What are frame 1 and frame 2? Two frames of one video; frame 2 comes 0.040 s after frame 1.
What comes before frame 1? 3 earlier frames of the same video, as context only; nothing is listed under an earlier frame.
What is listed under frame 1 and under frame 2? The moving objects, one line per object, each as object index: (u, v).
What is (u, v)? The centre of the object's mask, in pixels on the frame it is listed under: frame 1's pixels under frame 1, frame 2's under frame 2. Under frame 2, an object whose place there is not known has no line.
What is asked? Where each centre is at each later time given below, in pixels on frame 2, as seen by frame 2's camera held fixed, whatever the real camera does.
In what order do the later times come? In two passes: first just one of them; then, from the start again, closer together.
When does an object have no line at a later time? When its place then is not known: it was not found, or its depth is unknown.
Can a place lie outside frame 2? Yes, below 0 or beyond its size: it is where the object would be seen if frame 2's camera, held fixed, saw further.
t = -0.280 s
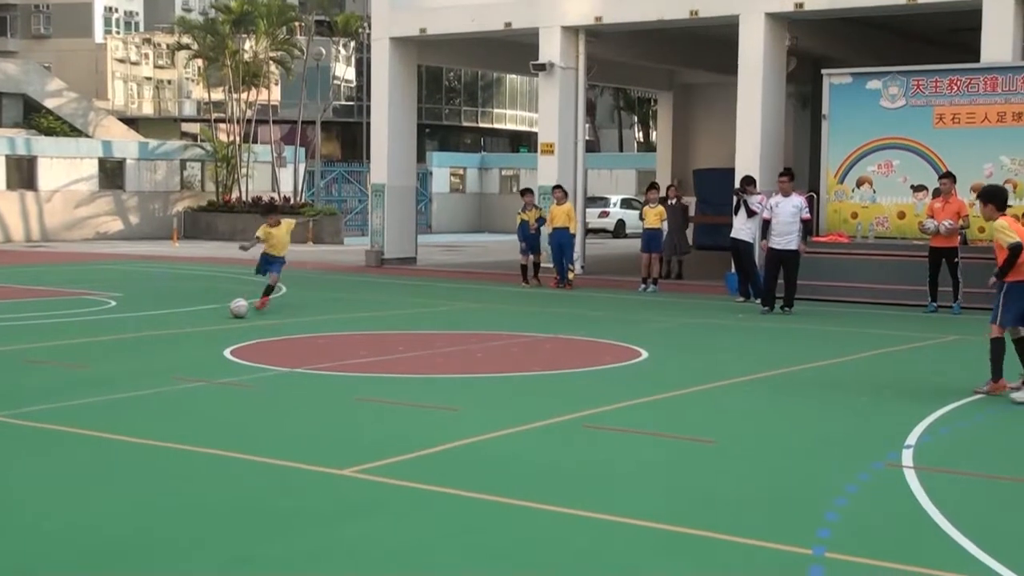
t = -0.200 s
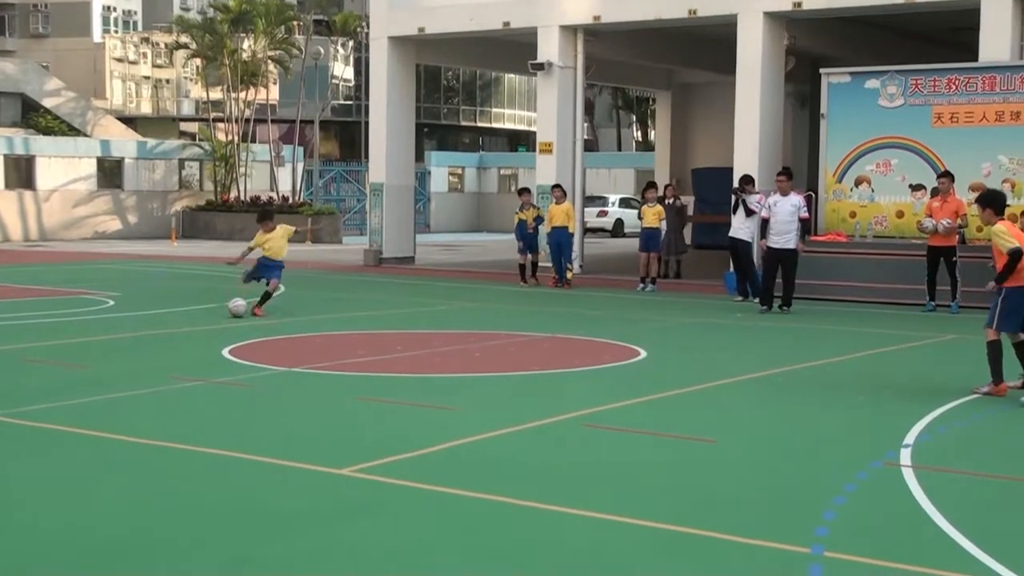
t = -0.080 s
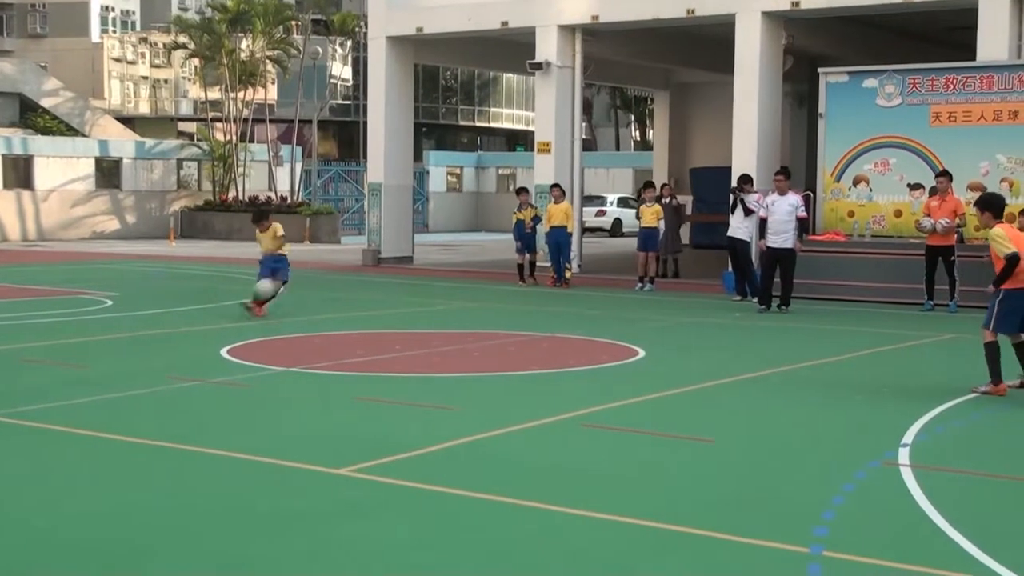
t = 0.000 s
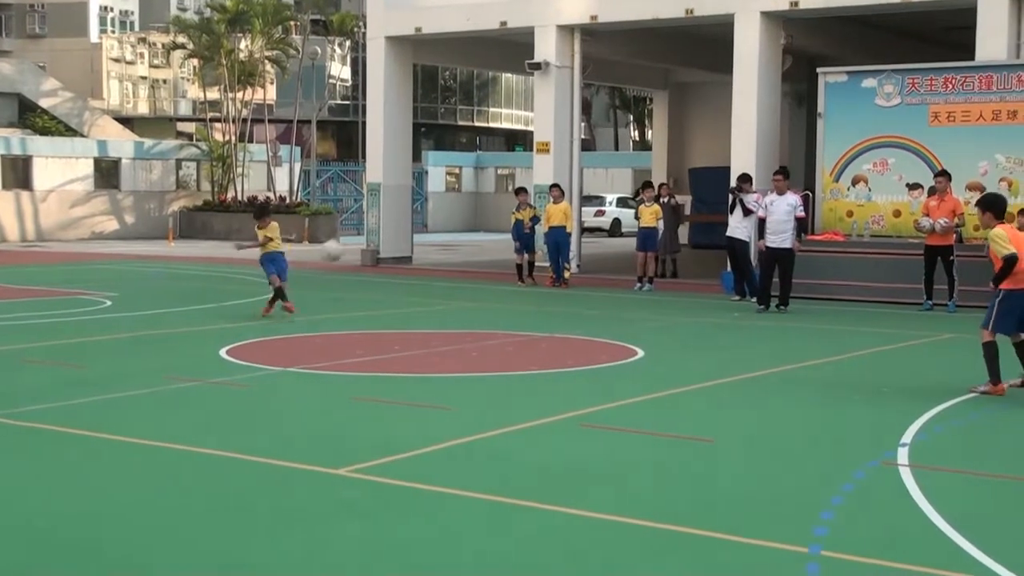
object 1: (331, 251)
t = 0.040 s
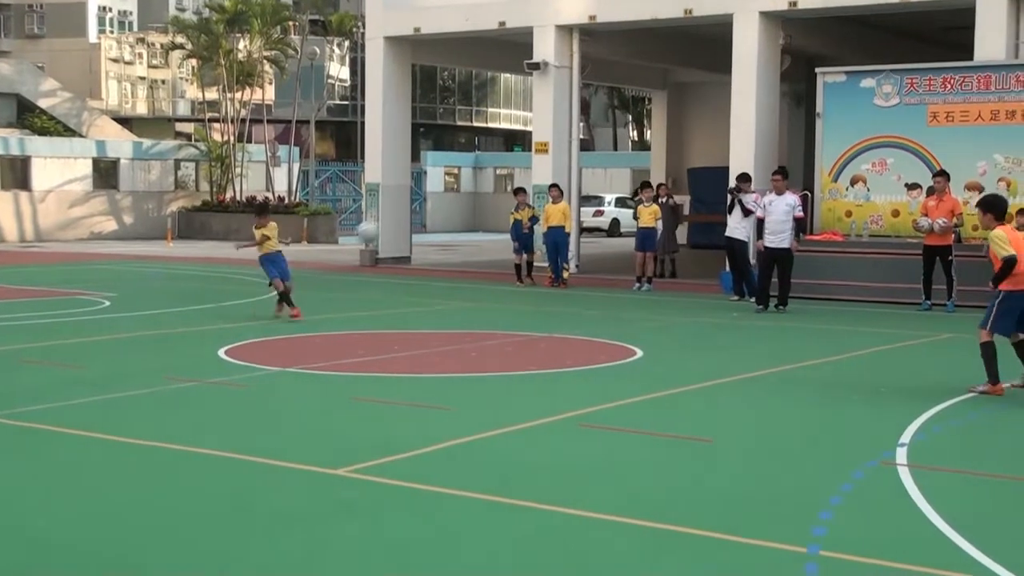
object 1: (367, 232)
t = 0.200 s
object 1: (543, 163)
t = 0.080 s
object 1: (406, 212)
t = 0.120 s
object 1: (449, 195)
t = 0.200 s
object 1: (543, 163)
